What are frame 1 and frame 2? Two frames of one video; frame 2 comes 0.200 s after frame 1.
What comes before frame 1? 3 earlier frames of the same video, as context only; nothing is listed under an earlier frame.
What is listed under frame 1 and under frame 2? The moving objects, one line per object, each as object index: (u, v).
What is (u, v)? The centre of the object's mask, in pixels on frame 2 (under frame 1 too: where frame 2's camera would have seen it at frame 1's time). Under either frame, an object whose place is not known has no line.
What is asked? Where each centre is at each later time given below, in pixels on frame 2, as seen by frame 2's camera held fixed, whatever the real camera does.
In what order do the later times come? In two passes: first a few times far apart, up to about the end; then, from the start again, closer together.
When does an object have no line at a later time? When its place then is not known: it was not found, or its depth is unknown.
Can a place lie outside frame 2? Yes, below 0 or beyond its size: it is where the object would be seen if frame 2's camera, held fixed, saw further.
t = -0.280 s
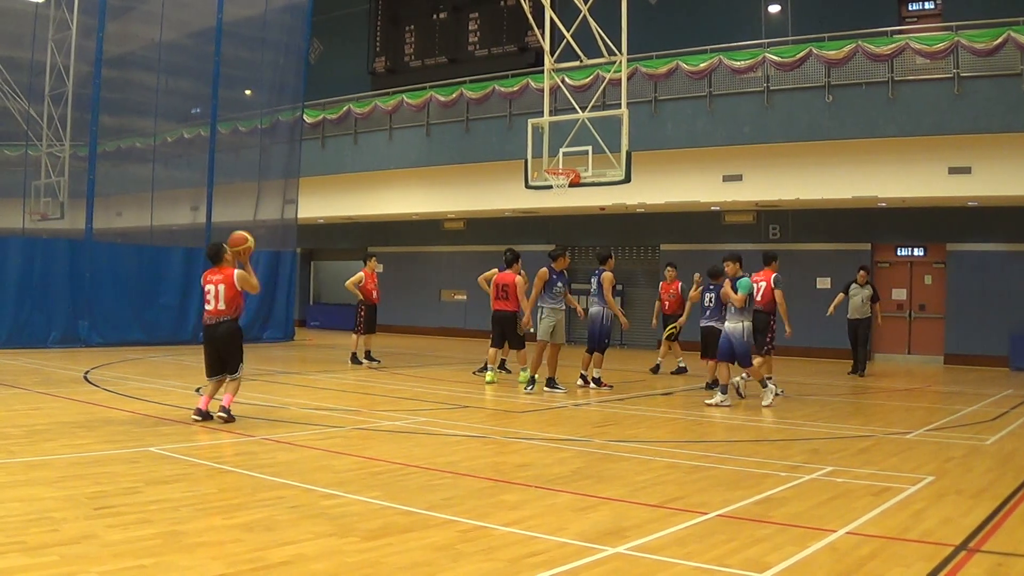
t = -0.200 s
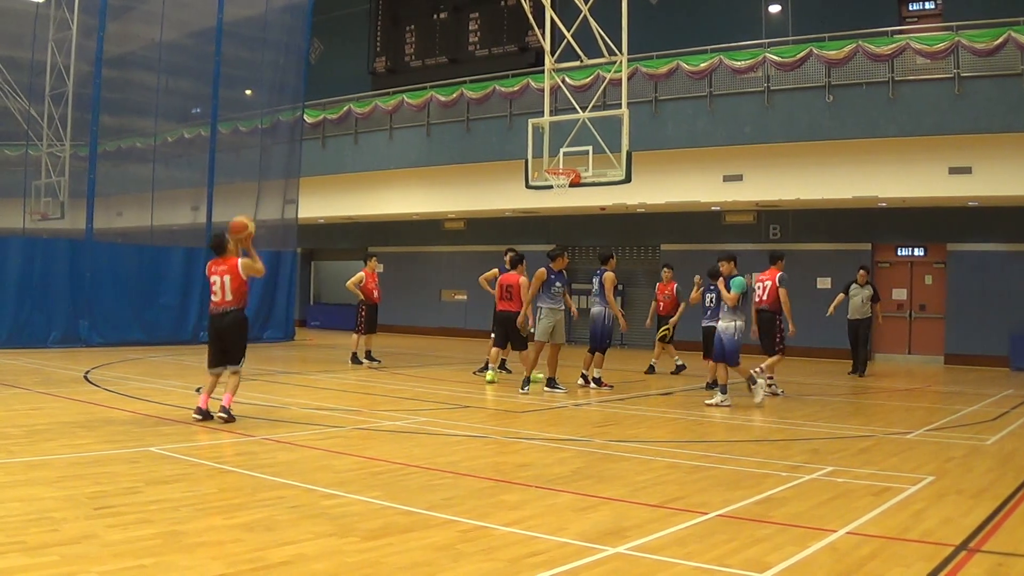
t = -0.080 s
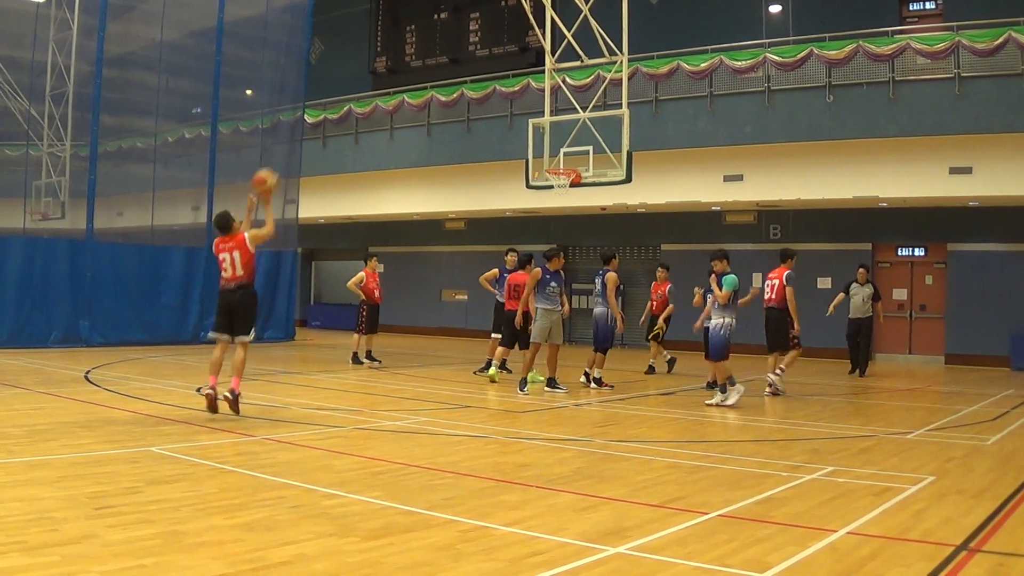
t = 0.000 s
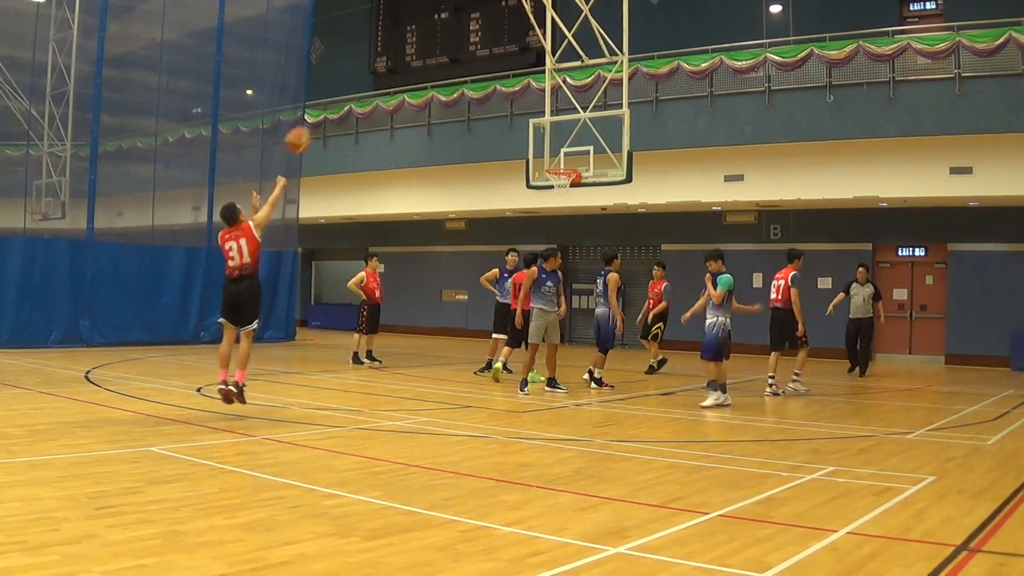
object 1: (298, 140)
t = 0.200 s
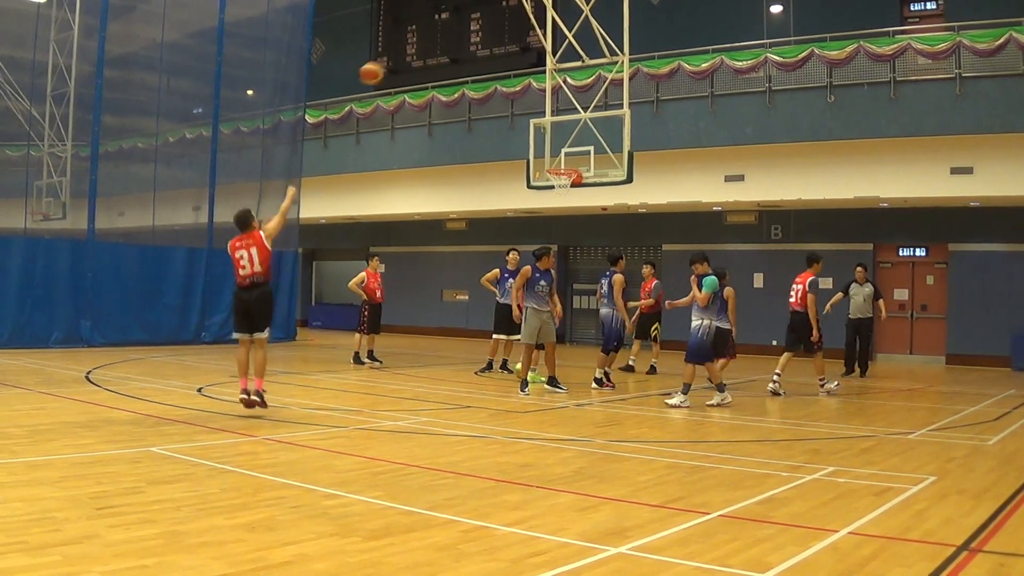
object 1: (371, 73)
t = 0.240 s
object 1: (384, 66)
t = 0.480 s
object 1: (450, 51)
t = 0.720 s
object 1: (503, 77)
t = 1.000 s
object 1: (552, 152)
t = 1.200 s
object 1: (562, 195)
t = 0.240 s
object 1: (384, 66)
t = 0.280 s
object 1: (396, 60)
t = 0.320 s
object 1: (407, 55)
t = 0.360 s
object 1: (419, 52)
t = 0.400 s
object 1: (430, 50)
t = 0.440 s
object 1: (440, 50)
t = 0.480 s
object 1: (450, 51)
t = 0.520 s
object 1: (460, 53)
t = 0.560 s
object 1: (469, 55)
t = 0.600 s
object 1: (478, 60)
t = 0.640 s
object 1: (486, 65)
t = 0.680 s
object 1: (495, 70)
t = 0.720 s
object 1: (503, 77)
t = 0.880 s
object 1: (532, 115)
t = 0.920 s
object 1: (538, 127)
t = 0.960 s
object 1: (546, 138)
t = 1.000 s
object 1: (552, 152)
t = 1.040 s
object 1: (557, 163)
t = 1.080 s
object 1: (562, 169)
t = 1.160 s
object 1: (563, 187)
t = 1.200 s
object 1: (562, 195)
